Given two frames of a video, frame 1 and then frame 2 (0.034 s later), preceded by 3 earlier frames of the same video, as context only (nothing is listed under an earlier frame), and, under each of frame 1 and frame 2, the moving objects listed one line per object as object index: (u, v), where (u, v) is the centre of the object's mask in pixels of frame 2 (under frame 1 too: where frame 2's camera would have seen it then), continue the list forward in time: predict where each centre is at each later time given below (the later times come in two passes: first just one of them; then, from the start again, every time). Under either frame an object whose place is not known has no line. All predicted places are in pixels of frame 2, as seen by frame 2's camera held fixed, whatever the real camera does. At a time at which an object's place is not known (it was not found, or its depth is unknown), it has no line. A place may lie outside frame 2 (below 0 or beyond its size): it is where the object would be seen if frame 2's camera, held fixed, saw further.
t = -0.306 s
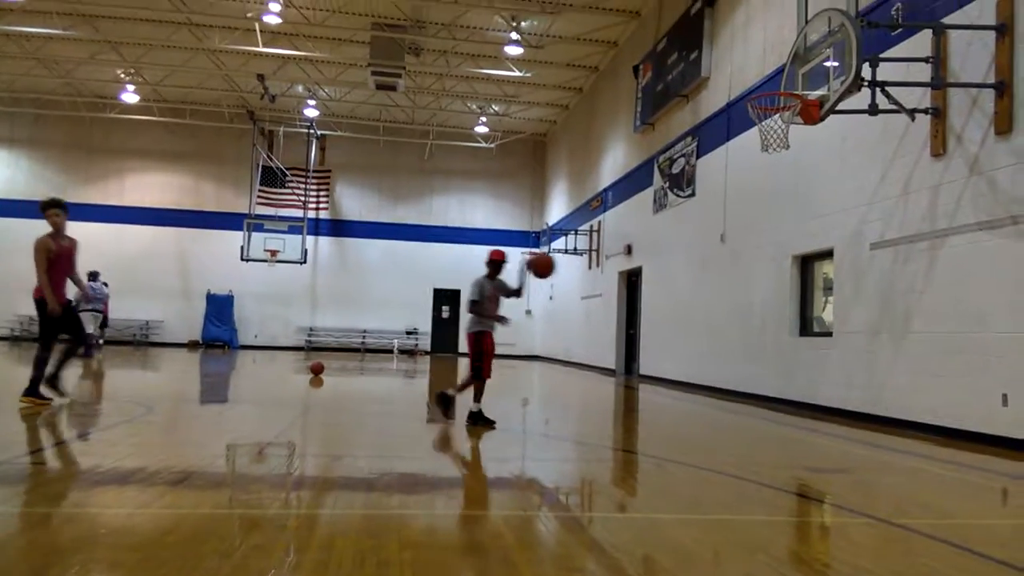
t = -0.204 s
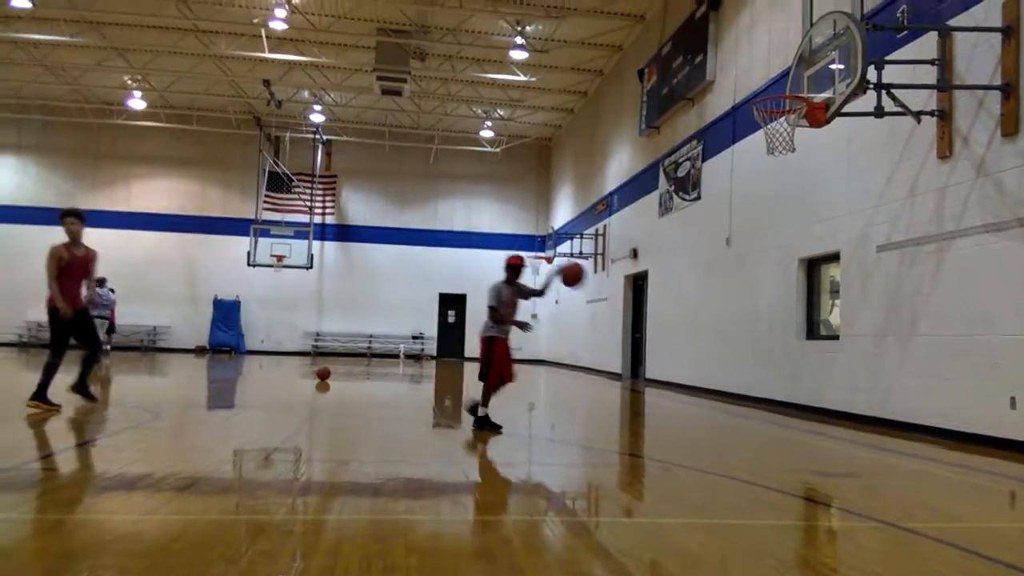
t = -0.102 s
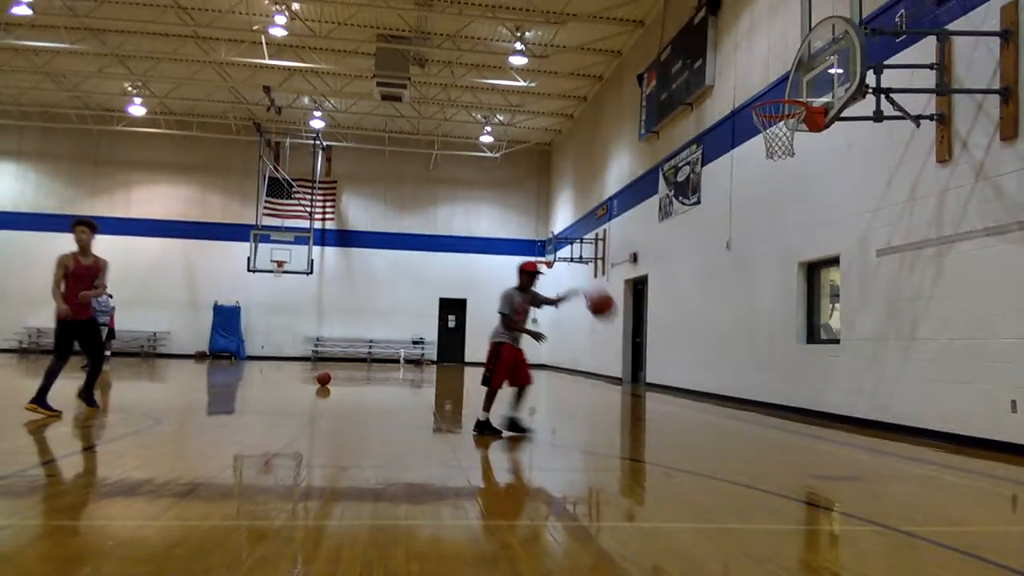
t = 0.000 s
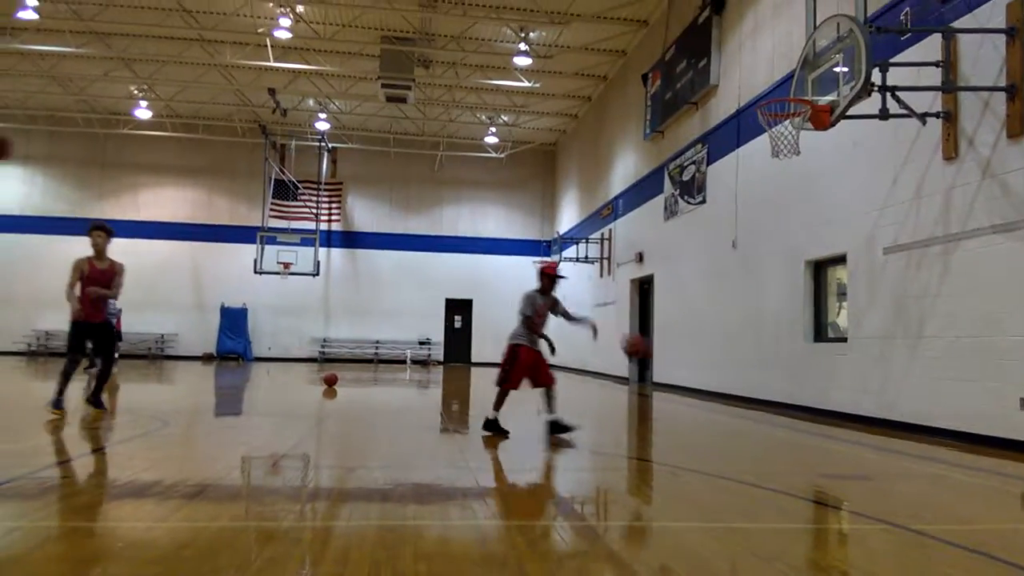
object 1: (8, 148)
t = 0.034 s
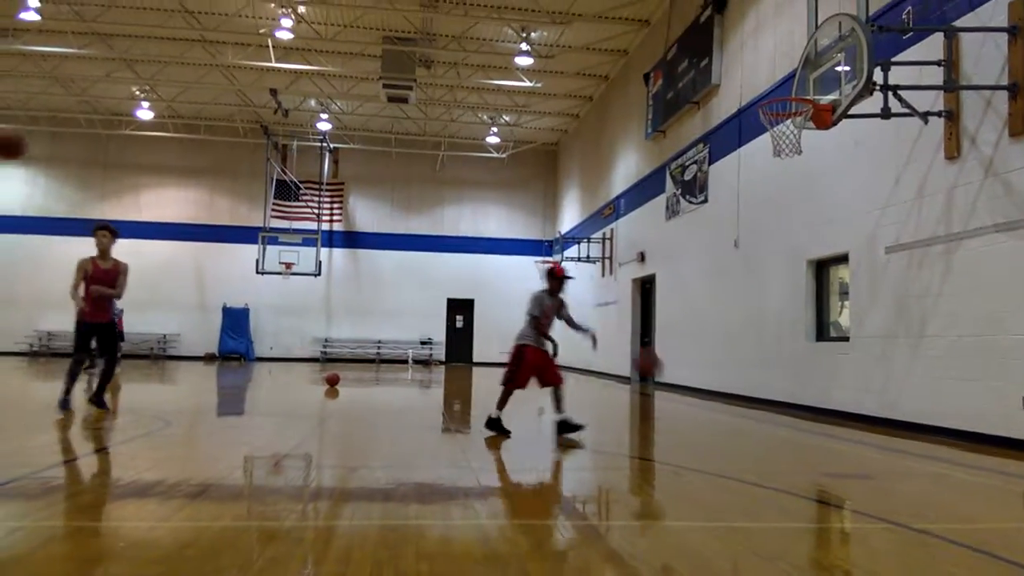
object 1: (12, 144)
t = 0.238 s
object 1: (73, 161)
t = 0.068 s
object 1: (21, 145)
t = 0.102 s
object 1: (32, 146)
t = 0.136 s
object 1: (43, 148)
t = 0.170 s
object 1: (54, 151)
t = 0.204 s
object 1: (63, 154)
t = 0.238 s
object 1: (73, 161)
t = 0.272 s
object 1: (83, 167)
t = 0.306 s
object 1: (92, 176)
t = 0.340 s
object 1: (101, 185)
